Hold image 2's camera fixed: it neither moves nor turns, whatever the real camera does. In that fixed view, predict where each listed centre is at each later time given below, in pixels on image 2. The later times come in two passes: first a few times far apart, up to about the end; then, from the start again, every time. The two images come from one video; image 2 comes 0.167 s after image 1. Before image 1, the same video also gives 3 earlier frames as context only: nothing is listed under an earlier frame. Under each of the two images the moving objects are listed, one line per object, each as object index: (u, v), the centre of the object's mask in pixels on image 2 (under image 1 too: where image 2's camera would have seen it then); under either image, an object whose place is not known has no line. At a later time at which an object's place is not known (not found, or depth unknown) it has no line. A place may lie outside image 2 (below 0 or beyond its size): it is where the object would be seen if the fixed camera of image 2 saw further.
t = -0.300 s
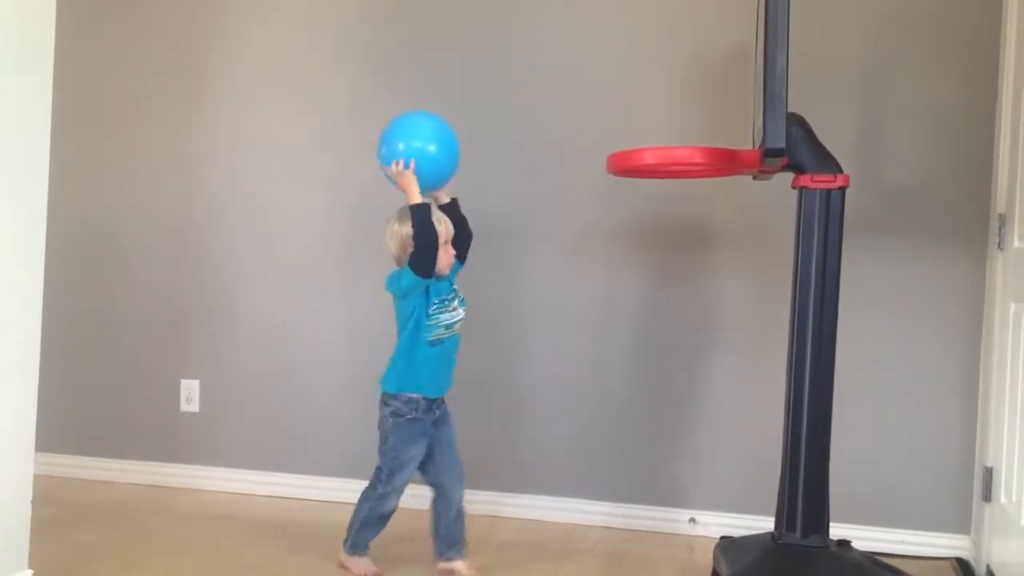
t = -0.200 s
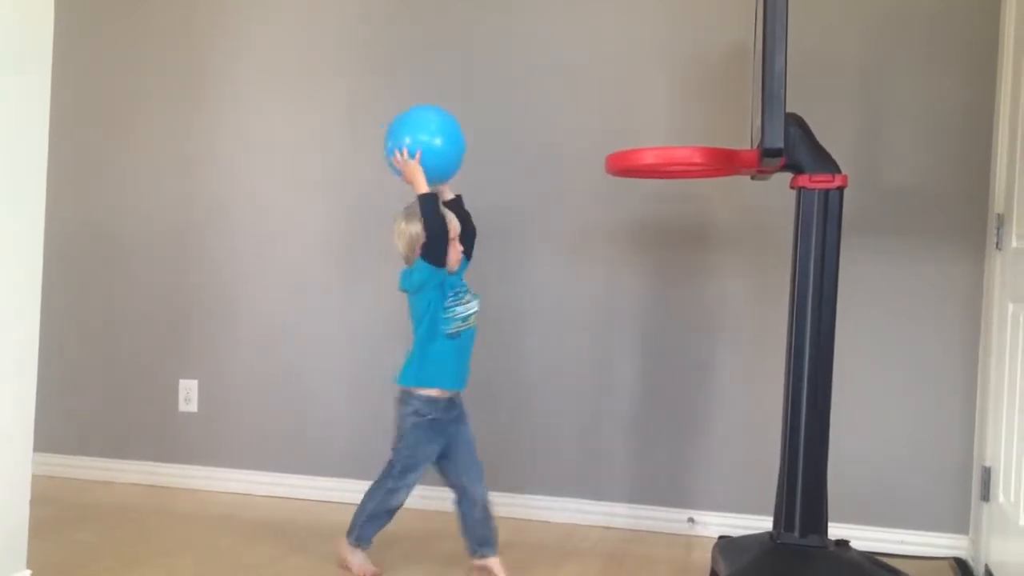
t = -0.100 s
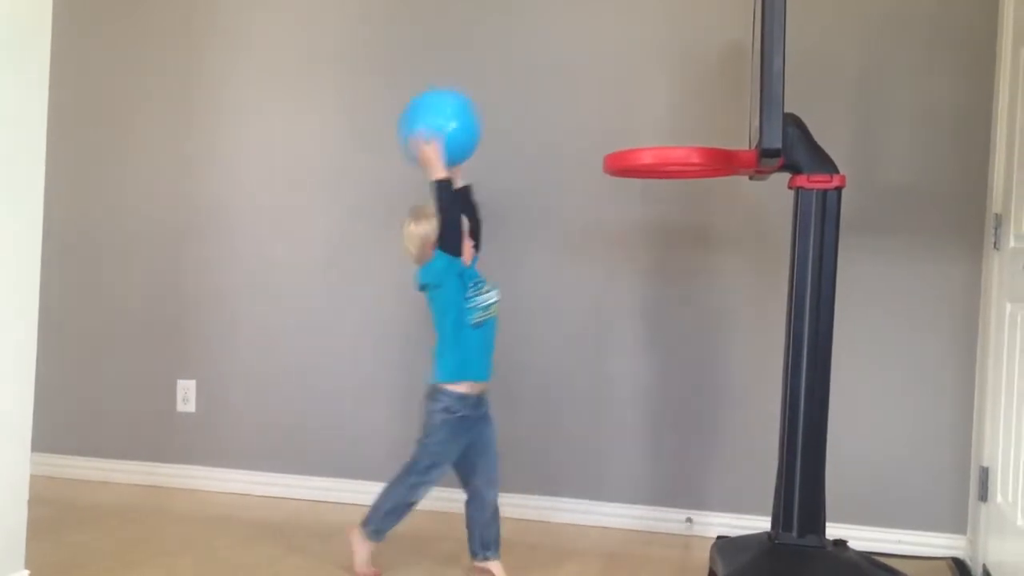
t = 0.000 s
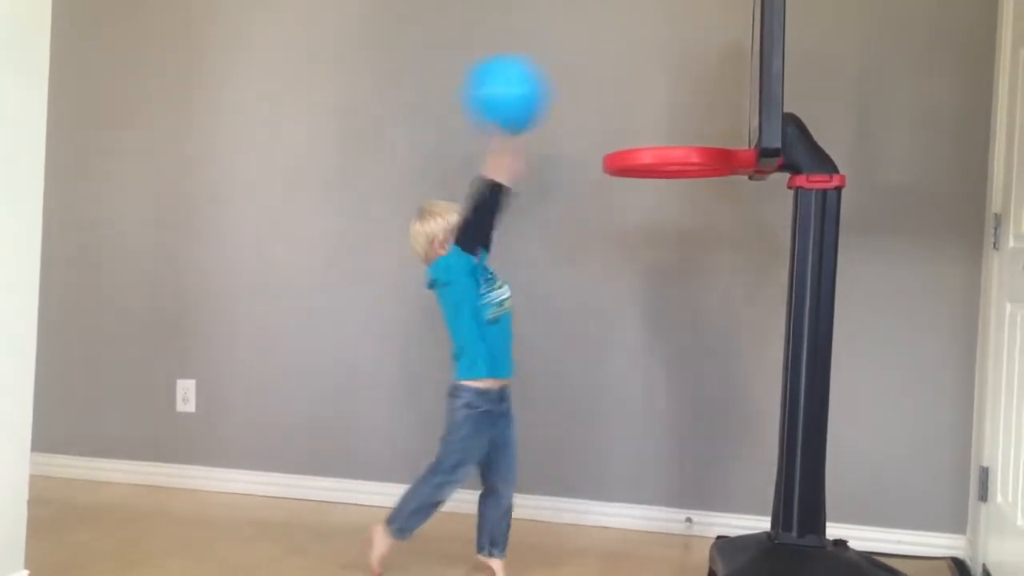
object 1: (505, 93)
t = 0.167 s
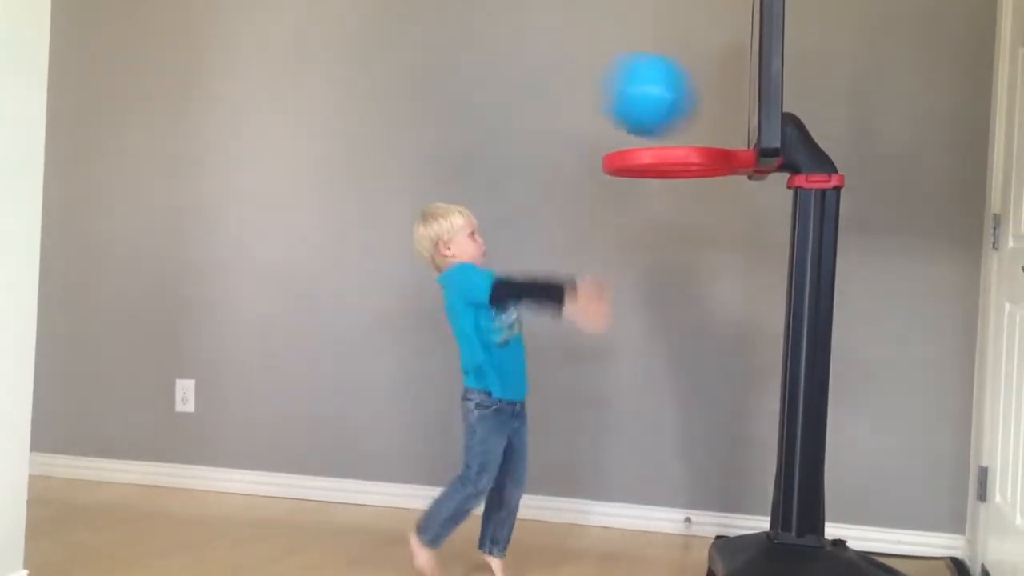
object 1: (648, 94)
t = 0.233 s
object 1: (704, 115)
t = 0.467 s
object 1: (686, 112)
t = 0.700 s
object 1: (659, 264)
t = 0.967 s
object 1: (632, 461)
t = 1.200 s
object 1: (624, 360)
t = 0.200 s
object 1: (677, 106)
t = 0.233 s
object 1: (704, 115)
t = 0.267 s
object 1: (703, 110)
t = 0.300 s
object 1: (699, 102)
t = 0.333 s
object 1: (696, 98)
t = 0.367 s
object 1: (694, 97)
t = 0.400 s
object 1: (691, 99)
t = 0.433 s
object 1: (689, 105)
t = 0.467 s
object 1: (686, 112)
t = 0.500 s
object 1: (683, 120)
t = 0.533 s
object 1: (680, 127)
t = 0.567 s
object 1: (676, 135)
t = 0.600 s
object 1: (671, 198)
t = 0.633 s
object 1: (667, 212)
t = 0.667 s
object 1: (663, 236)
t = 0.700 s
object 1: (659, 264)
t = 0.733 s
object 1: (654, 296)
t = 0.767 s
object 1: (650, 331)
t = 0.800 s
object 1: (645, 370)
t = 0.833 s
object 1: (642, 409)
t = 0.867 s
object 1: (637, 450)
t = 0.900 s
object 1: (634, 491)
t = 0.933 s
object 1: (632, 483)
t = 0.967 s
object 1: (632, 461)
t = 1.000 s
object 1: (631, 439)
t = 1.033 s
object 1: (630, 419)
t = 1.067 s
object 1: (629, 401)
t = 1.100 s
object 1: (628, 387)
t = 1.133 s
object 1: (627, 374)
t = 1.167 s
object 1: (625, 365)
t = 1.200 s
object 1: (624, 360)
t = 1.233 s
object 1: (623, 357)
